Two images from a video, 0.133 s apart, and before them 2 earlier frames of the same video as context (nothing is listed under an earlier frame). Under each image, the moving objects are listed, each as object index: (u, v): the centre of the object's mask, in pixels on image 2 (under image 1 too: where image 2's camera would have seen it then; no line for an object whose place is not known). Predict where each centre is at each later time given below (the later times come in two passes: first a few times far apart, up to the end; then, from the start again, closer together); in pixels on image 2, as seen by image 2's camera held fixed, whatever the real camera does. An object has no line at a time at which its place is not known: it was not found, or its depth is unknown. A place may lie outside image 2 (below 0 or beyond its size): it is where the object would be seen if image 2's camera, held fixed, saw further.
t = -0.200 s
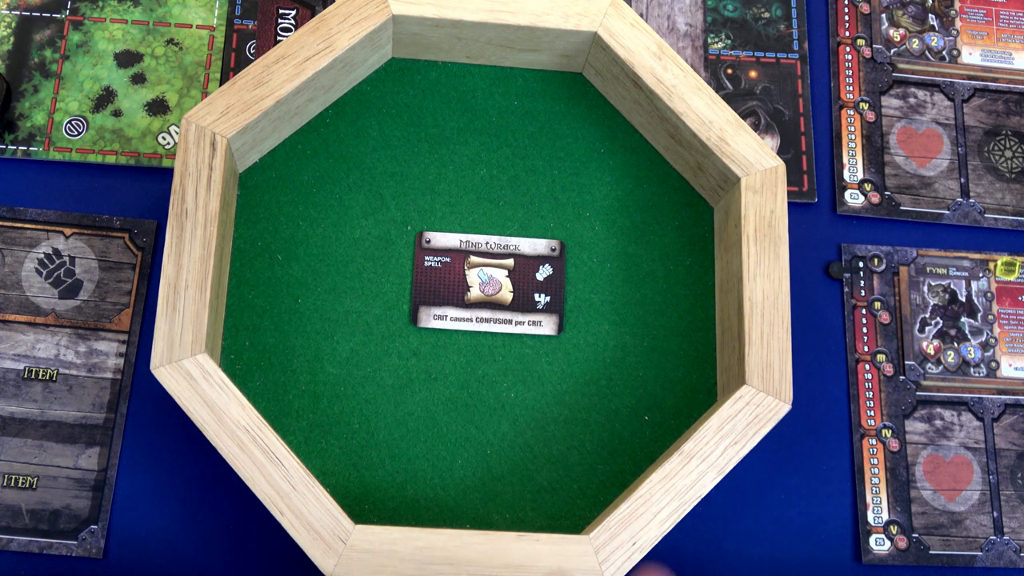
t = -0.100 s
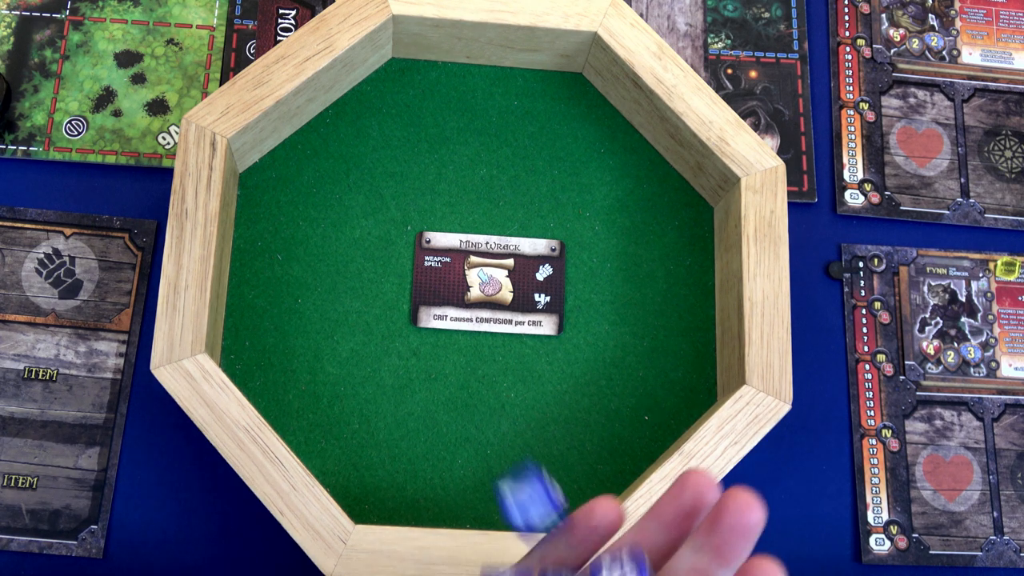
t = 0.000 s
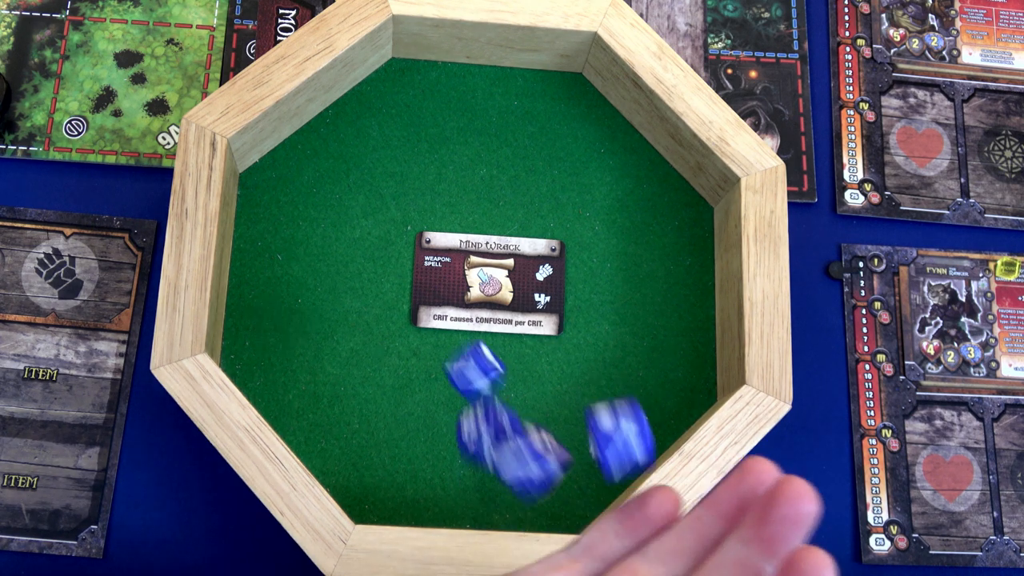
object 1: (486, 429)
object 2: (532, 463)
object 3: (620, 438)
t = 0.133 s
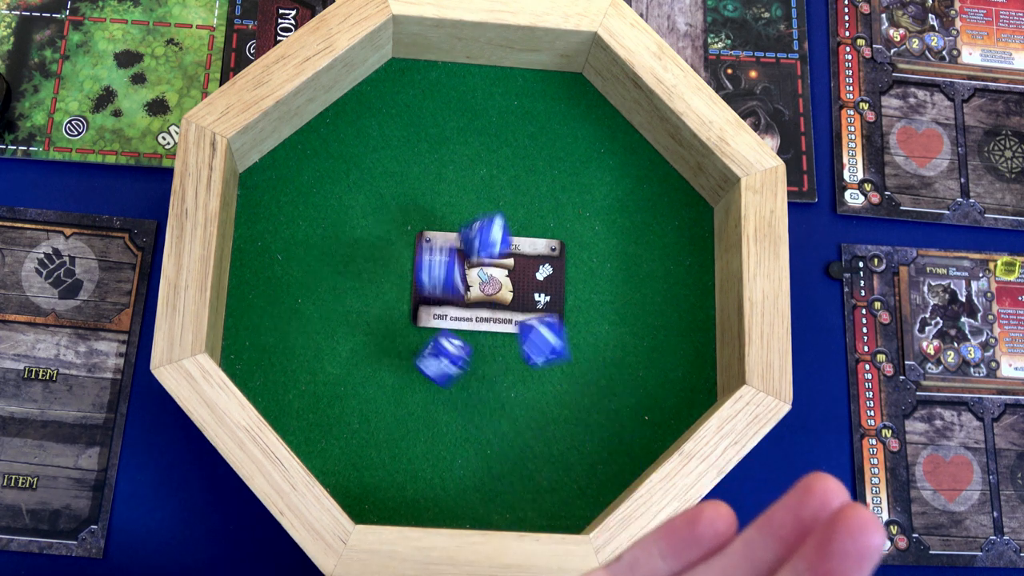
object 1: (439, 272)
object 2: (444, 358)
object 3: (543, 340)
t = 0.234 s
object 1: (384, 150)
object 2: (455, 277)
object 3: (569, 308)
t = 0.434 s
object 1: (458, 92)
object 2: (481, 197)
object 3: (686, 250)
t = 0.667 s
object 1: (477, 126)
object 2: (481, 197)
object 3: (652, 213)
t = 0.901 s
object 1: (477, 126)
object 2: (481, 196)
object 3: (652, 213)
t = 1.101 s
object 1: (477, 127)
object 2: (481, 197)
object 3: (652, 213)
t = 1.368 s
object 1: (477, 126)
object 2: (481, 197)
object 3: (652, 213)
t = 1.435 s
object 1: (477, 126)
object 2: (481, 197)
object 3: (652, 213)
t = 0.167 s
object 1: (420, 222)
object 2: (444, 330)
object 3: (520, 337)
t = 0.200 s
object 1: (401, 186)
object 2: (448, 299)
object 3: (543, 322)
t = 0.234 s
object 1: (384, 150)
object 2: (455, 277)
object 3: (569, 308)
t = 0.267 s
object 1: (372, 106)
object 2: (463, 254)
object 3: (592, 301)
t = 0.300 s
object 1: (383, 91)
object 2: (472, 234)
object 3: (611, 300)
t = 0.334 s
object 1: (405, 91)
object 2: (479, 216)
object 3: (636, 292)
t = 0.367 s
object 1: (424, 92)
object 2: (482, 203)
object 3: (664, 275)
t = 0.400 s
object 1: (442, 92)
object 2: (481, 197)
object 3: (688, 264)
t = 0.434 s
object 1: (458, 92)
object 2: (481, 197)
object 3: (686, 250)
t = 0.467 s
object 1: (467, 92)
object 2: (481, 197)
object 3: (673, 234)
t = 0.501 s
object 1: (474, 97)
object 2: (481, 197)
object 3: (663, 222)
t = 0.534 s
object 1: (479, 108)
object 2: (481, 197)
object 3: (655, 215)
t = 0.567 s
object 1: (481, 118)
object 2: (481, 197)
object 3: (652, 213)
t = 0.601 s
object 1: (479, 126)
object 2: (481, 197)
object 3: (652, 213)
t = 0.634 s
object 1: (477, 126)
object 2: (481, 197)
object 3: (652, 213)
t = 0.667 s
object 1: (477, 126)
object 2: (481, 197)
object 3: (652, 213)
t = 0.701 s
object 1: (477, 127)
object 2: (481, 197)
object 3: (652, 213)
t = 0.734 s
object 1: (477, 126)
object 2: (481, 197)
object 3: (652, 213)
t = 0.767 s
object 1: (477, 126)
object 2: (481, 197)
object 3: (652, 213)
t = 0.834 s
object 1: (477, 127)
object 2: (481, 197)
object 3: (652, 213)
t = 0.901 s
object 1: (477, 126)
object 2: (481, 196)
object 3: (652, 213)
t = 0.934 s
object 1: (477, 126)
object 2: (481, 197)
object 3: (652, 213)
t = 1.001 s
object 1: (477, 126)
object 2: (481, 197)
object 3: (652, 213)
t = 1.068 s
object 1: (477, 126)
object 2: (481, 197)
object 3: (652, 213)
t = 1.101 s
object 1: (477, 127)
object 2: (481, 197)
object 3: (652, 213)
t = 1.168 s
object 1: (477, 126)
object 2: (481, 197)
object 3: (652, 213)
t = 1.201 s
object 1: (477, 126)
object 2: (481, 197)
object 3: (652, 213)
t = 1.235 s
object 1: (477, 127)
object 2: (481, 197)
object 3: (652, 213)
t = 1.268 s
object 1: (477, 126)
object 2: (481, 197)
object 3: (652, 213)
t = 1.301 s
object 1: (477, 126)
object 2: (481, 197)
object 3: (652, 213)
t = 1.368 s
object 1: (477, 126)
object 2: (481, 197)
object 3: (652, 213)
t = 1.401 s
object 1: (477, 126)
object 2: (481, 197)
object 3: (652, 213)
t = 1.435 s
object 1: (477, 126)
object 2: (481, 197)
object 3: (652, 213)
